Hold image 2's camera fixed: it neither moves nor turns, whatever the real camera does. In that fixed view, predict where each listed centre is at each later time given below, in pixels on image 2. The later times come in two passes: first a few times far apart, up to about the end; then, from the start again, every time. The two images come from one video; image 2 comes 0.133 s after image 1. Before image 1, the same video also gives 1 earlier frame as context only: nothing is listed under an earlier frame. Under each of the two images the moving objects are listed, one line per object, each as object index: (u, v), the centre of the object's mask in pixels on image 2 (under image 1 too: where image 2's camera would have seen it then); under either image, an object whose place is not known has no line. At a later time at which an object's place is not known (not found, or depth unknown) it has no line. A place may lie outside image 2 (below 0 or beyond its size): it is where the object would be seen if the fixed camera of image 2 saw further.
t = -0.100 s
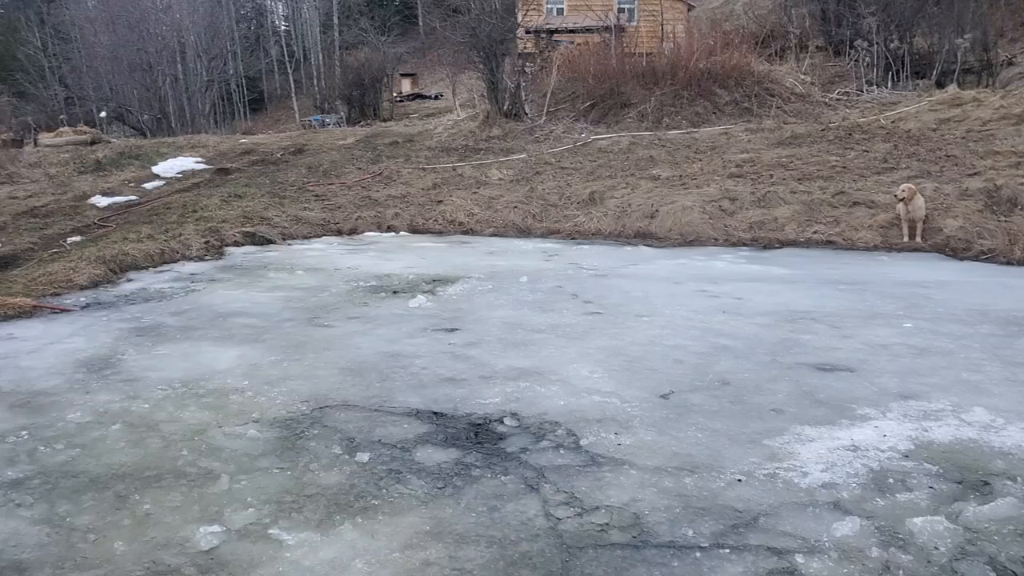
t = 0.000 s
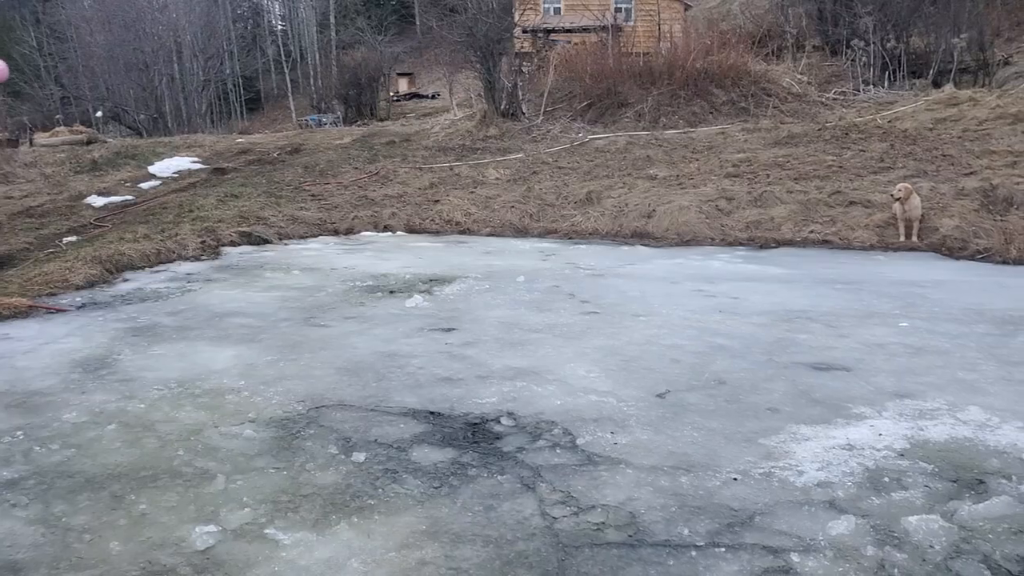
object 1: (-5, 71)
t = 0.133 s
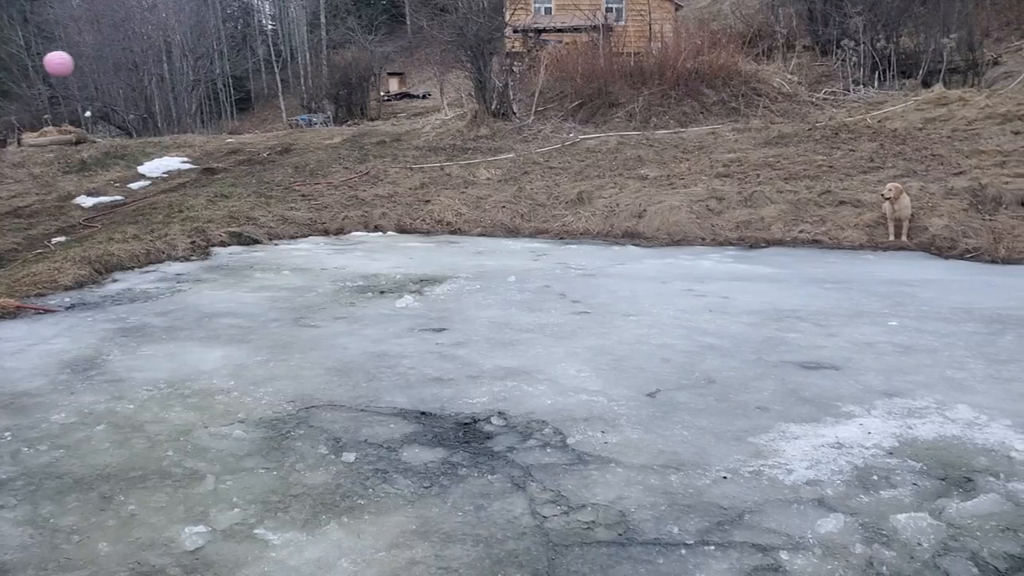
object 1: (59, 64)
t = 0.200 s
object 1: (96, 68)
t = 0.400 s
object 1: (213, 116)
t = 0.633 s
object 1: (364, 234)
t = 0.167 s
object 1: (77, 65)
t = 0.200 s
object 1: (96, 68)
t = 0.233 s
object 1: (115, 73)
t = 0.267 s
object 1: (134, 78)
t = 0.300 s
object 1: (153, 86)
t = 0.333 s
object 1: (173, 94)
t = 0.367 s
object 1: (193, 104)
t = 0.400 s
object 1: (213, 116)
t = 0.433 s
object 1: (234, 128)
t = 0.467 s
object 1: (255, 142)
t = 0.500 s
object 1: (276, 157)
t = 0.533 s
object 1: (297, 174)
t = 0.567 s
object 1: (320, 193)
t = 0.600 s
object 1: (342, 214)
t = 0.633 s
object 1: (364, 234)
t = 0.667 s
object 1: (387, 258)
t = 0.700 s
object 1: (410, 282)
